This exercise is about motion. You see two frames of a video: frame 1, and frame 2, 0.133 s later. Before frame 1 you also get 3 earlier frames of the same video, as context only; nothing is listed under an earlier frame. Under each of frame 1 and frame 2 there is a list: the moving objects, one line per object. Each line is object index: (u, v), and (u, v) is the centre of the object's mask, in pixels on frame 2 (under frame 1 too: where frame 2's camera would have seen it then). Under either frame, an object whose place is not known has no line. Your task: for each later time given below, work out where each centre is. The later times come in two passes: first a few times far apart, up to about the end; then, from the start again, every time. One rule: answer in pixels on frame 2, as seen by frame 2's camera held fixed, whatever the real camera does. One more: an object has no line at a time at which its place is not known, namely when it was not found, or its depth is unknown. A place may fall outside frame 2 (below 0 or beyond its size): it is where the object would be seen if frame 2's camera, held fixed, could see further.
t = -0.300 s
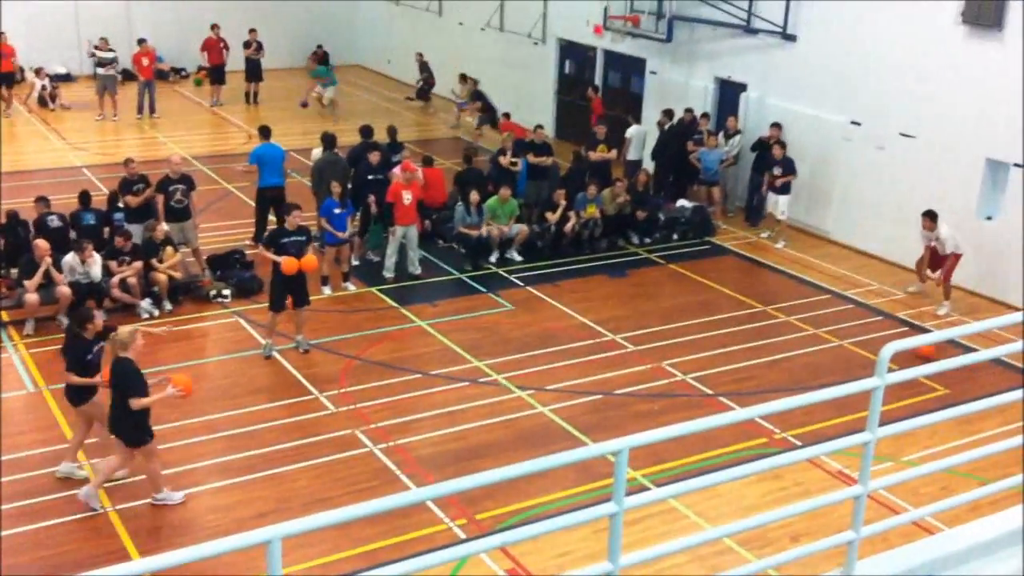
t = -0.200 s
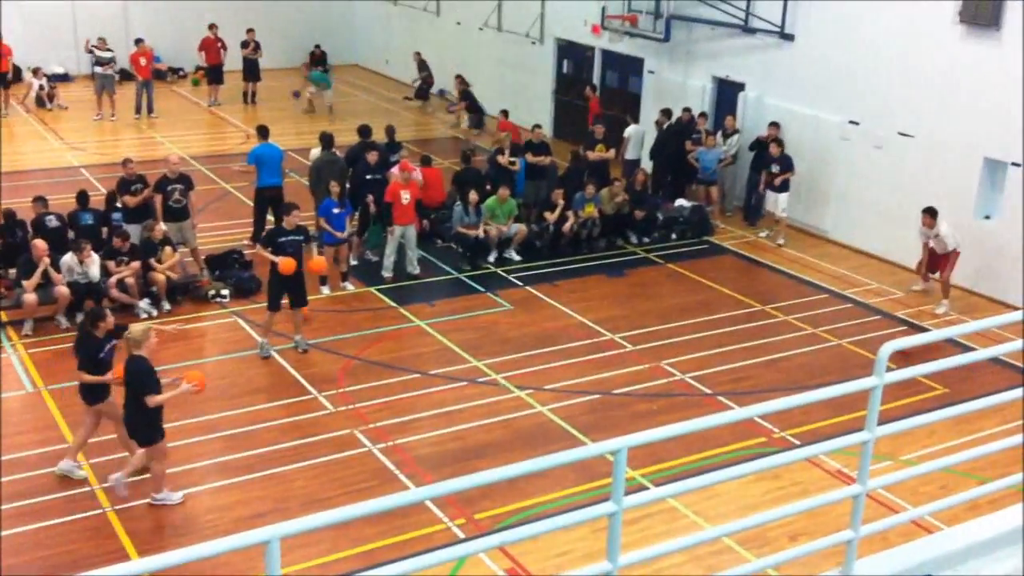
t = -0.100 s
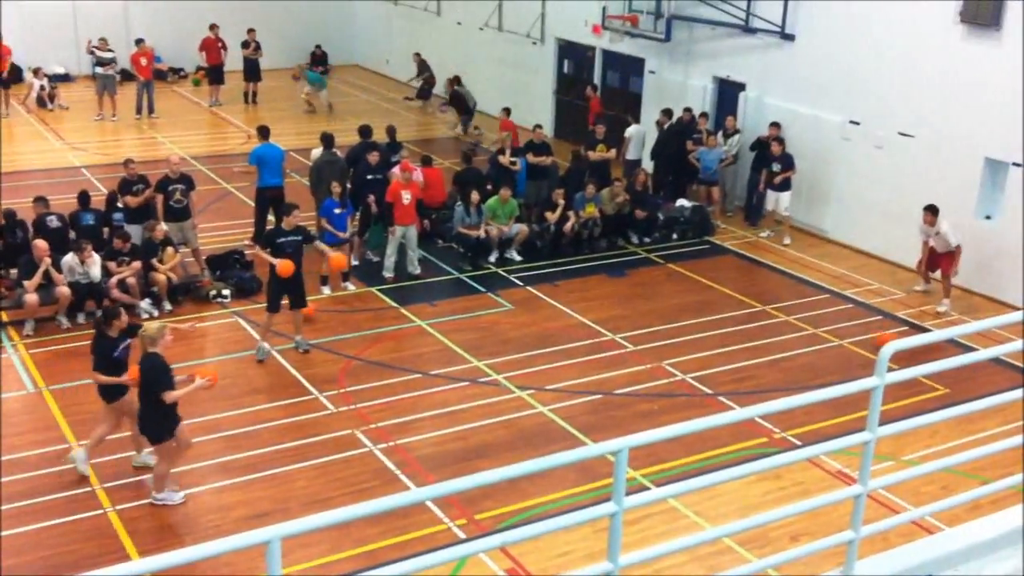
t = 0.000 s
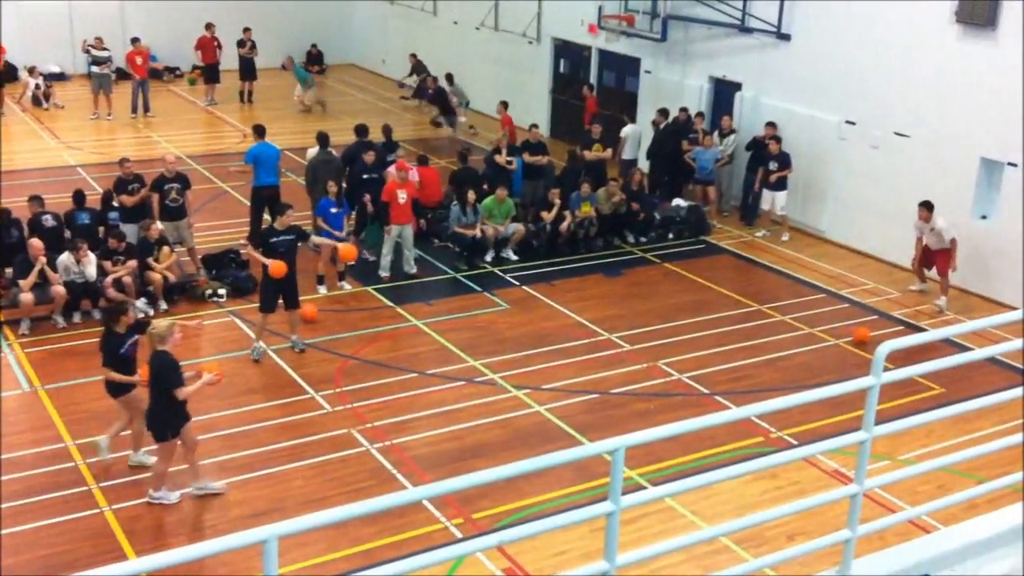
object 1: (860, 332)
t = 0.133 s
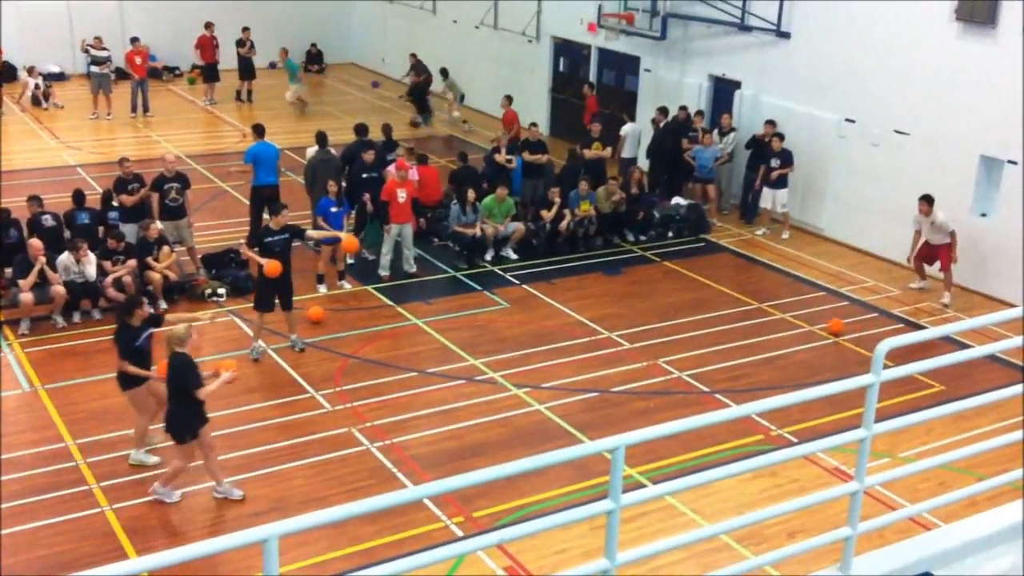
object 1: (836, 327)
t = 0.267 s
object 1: (812, 320)
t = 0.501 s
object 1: (773, 311)
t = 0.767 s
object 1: (731, 301)
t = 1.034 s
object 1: (692, 293)
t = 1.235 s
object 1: (665, 285)
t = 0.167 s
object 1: (830, 324)
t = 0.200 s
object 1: (824, 323)
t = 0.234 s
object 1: (817, 321)
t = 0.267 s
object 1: (812, 320)
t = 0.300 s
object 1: (807, 319)
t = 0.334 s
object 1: (801, 318)
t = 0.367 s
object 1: (794, 316)
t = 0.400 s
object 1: (788, 315)
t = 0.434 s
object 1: (783, 313)
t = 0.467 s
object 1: (777, 312)
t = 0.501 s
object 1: (773, 311)
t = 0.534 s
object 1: (766, 310)
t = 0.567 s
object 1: (760, 308)
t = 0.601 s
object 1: (755, 307)
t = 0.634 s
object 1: (750, 306)
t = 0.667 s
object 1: (745, 304)
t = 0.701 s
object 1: (739, 303)
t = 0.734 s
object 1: (735, 302)
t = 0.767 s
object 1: (731, 301)
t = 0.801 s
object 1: (725, 300)
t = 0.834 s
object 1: (720, 298)
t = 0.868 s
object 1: (715, 297)
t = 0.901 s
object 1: (711, 296)
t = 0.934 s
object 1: (706, 295)
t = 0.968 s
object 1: (701, 294)
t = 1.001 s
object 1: (696, 293)
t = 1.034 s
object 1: (692, 293)
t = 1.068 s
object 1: (686, 291)
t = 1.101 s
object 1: (682, 290)
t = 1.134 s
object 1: (678, 289)
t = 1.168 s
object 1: (674, 288)
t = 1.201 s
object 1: (668, 286)
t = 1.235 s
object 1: (665, 285)
